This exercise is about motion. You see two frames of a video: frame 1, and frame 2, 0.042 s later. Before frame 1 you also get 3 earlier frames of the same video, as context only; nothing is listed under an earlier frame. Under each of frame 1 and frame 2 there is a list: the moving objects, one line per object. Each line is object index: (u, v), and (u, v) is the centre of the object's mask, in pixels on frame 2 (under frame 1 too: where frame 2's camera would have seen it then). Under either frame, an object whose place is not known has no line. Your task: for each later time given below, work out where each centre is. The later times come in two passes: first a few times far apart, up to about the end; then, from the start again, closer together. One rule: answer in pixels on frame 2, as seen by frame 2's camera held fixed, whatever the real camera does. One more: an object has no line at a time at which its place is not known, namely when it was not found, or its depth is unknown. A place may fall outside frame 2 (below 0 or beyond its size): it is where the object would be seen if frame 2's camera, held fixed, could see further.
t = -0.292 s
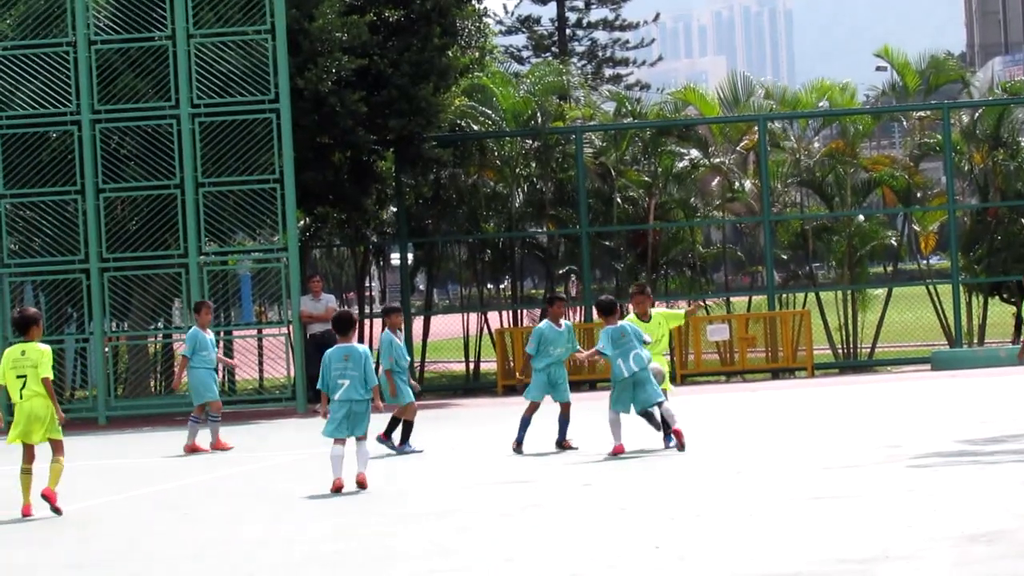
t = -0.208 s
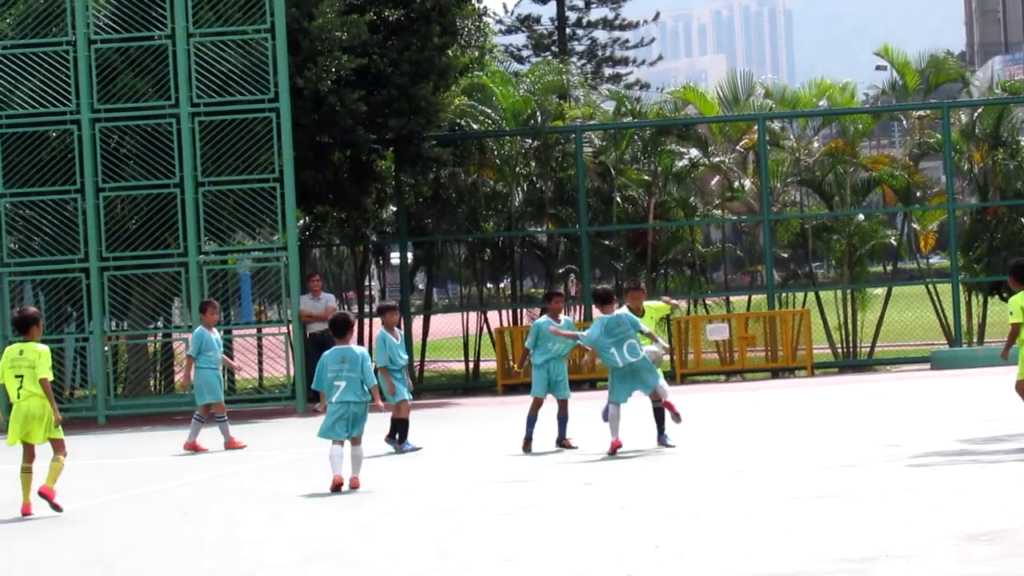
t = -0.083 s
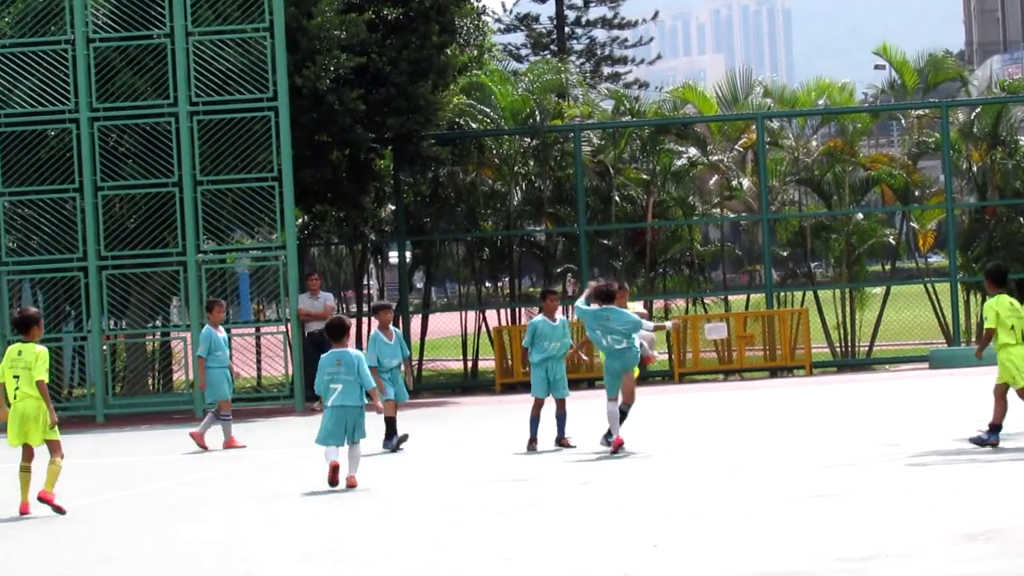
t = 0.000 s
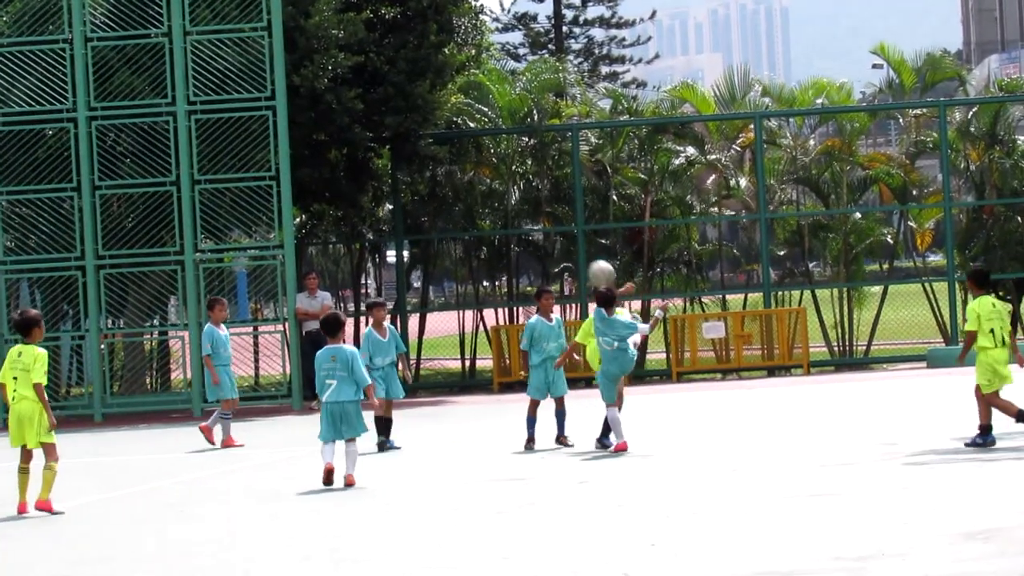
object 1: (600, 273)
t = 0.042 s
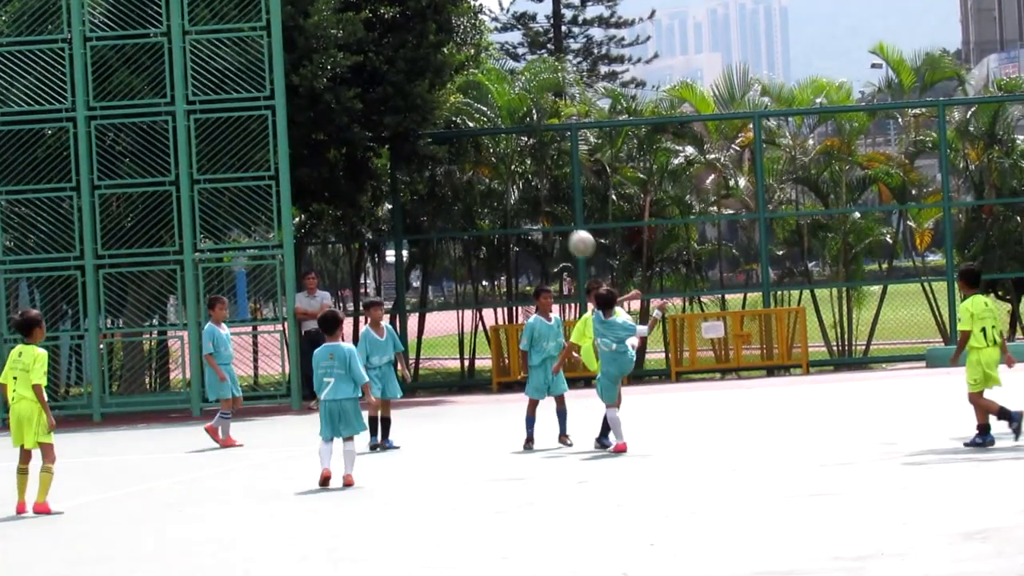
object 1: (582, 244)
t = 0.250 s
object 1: (489, 127)
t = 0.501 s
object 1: (383, 55)
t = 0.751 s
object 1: (286, 55)
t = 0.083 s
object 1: (562, 216)
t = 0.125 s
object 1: (543, 191)
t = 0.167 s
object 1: (525, 168)
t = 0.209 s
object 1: (507, 146)
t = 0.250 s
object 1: (489, 127)
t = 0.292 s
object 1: (470, 108)
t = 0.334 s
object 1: (453, 93)
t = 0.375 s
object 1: (434, 81)
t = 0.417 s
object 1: (418, 70)
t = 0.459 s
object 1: (400, 62)
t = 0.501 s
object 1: (383, 55)
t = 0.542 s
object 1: (366, 50)
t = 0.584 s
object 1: (349, 48)
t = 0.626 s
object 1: (333, 47)
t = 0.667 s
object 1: (317, 48)
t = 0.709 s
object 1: (301, 51)
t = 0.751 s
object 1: (286, 55)
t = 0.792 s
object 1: (268, 62)
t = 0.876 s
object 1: (236, 82)
